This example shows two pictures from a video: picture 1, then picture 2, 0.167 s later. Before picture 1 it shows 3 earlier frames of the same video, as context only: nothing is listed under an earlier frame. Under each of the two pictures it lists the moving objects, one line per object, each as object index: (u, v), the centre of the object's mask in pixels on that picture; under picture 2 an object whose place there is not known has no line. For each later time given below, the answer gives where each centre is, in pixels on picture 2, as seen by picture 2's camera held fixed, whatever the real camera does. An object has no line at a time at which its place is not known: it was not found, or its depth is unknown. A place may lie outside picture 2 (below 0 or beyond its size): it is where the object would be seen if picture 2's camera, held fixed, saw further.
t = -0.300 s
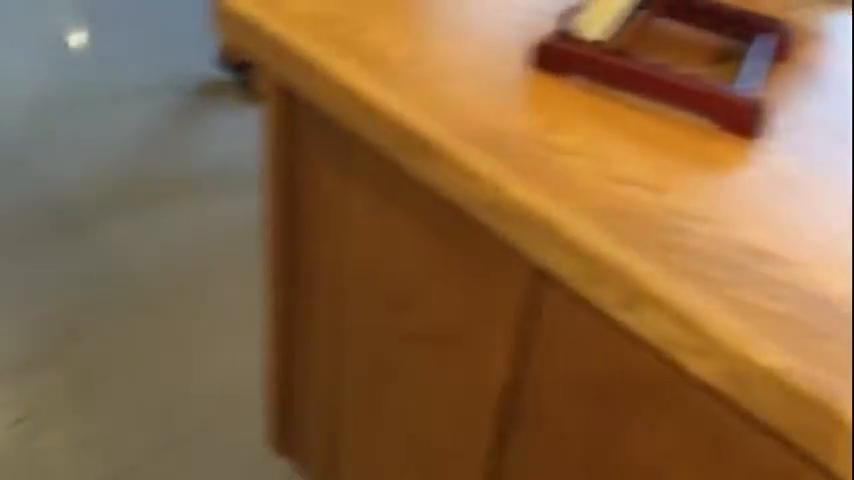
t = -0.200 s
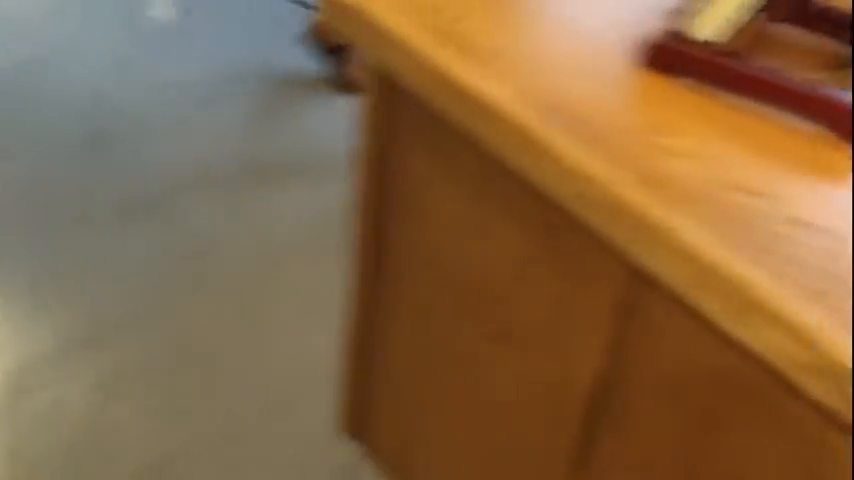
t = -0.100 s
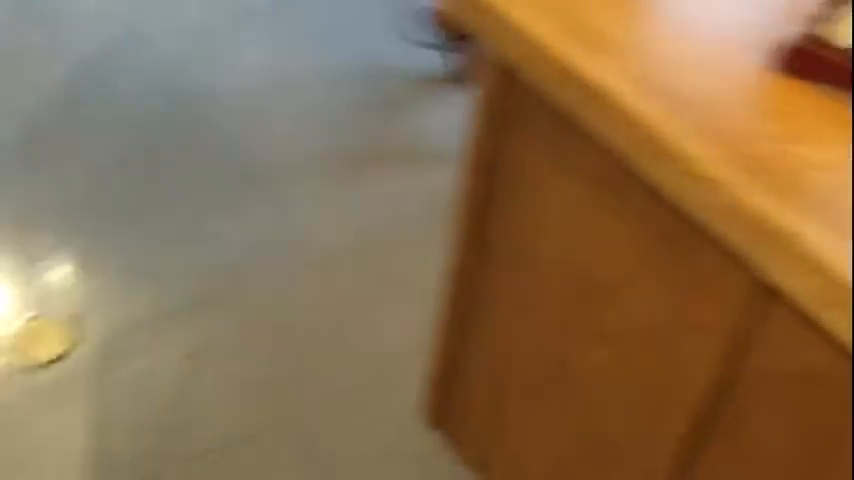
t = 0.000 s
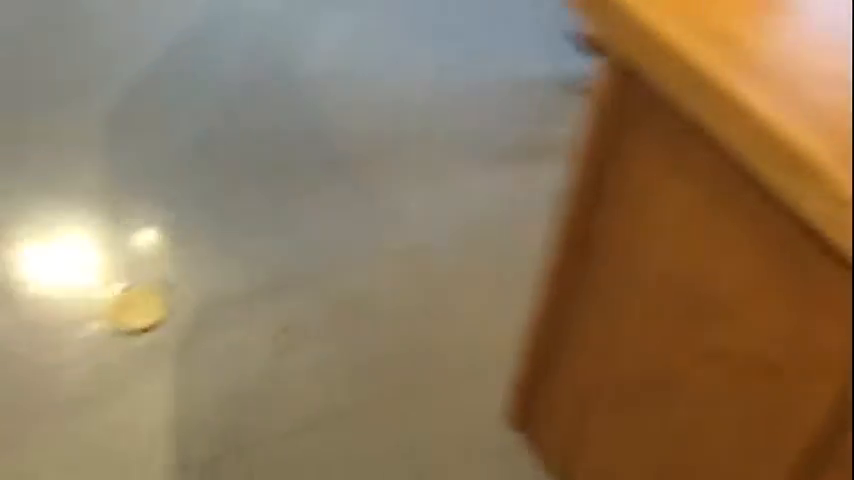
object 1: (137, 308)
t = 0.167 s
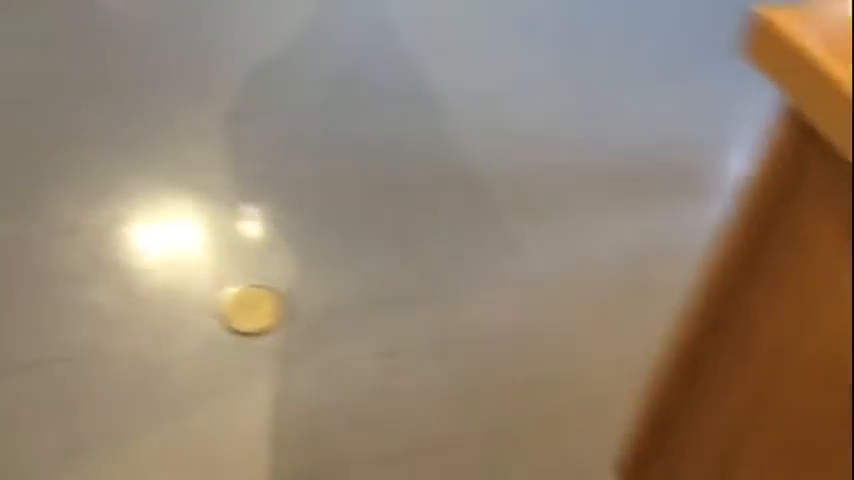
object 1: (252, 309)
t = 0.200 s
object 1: (250, 311)
